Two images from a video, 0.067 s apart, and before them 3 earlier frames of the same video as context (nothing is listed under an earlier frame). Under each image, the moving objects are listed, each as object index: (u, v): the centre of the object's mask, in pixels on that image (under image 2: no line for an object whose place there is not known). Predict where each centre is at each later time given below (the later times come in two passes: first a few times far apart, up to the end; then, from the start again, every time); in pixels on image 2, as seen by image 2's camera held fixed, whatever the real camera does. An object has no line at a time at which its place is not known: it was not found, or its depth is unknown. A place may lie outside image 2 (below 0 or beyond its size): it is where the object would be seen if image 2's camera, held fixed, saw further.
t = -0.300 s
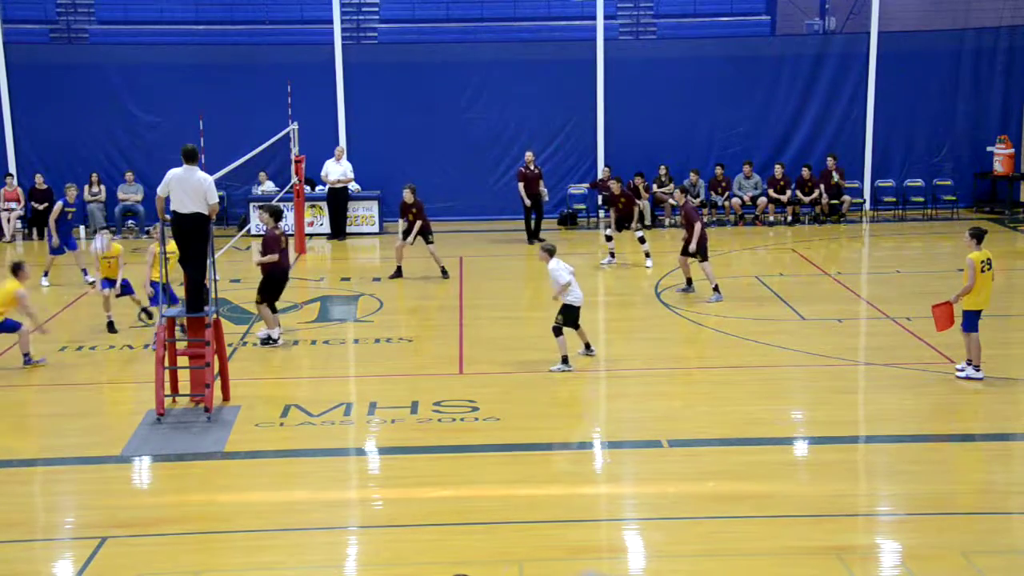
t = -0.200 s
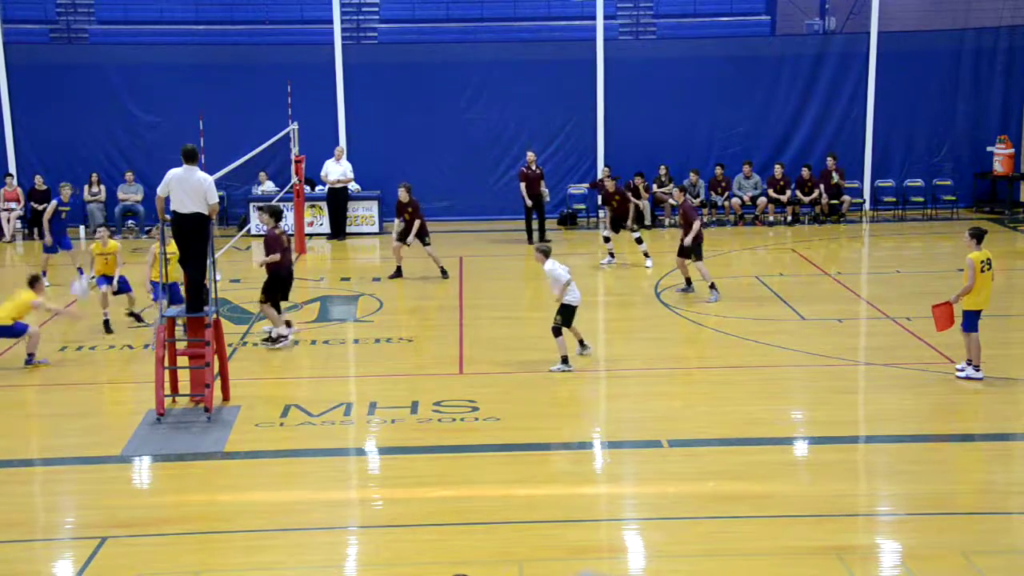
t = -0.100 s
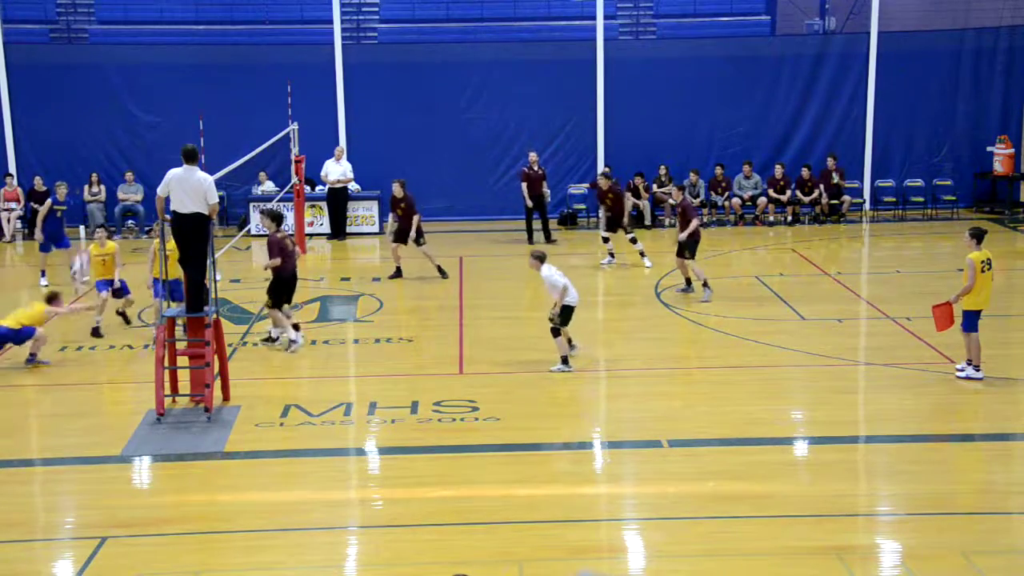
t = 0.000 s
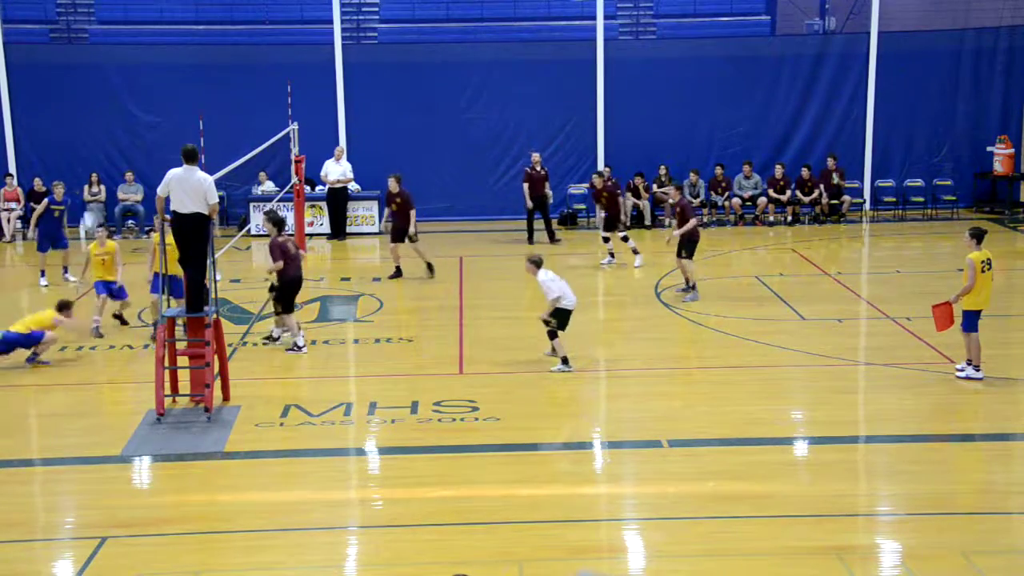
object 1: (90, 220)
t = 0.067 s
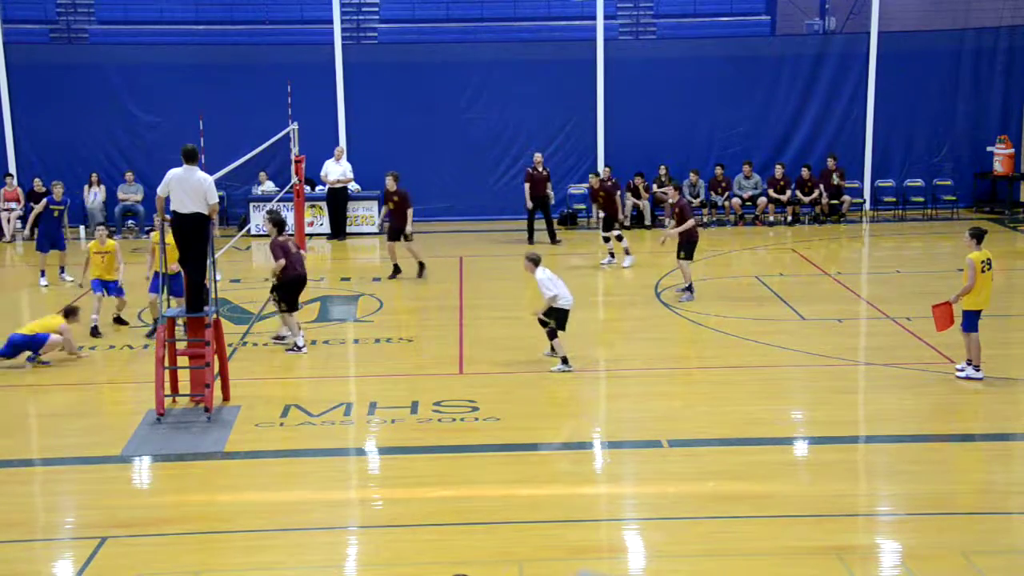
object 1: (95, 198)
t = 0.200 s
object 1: (106, 160)
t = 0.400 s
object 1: (124, 129)
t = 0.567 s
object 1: (141, 125)
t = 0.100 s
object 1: (97, 185)
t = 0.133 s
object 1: (101, 176)
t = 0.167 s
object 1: (103, 168)
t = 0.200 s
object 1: (106, 160)
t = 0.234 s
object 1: (109, 152)
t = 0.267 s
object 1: (112, 147)
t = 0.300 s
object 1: (115, 140)
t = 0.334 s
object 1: (118, 137)
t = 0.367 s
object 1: (121, 131)
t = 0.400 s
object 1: (124, 129)
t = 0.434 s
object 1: (127, 127)
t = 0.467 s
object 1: (131, 125)
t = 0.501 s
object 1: (134, 124)
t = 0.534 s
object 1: (137, 124)
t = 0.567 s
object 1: (141, 125)
